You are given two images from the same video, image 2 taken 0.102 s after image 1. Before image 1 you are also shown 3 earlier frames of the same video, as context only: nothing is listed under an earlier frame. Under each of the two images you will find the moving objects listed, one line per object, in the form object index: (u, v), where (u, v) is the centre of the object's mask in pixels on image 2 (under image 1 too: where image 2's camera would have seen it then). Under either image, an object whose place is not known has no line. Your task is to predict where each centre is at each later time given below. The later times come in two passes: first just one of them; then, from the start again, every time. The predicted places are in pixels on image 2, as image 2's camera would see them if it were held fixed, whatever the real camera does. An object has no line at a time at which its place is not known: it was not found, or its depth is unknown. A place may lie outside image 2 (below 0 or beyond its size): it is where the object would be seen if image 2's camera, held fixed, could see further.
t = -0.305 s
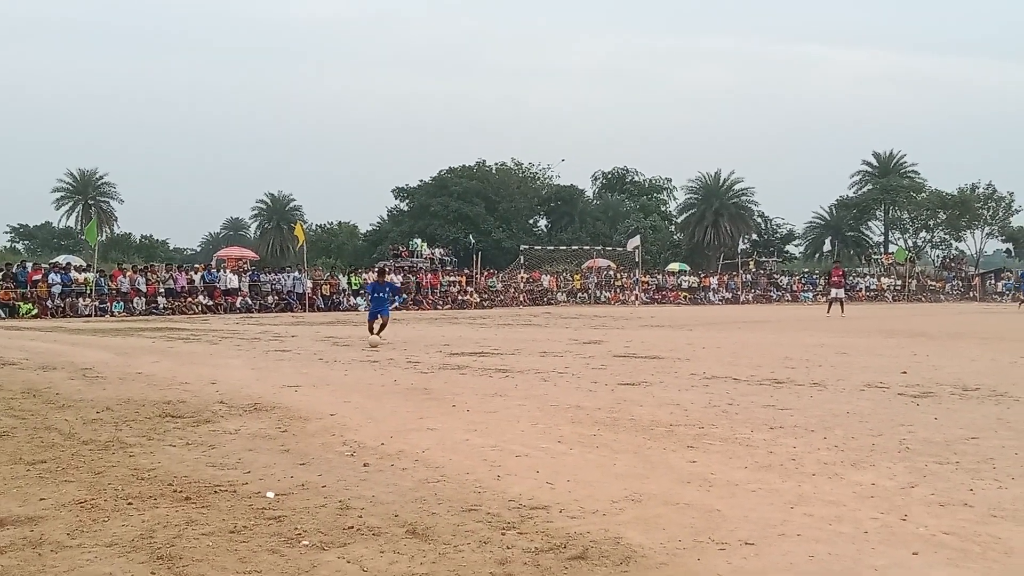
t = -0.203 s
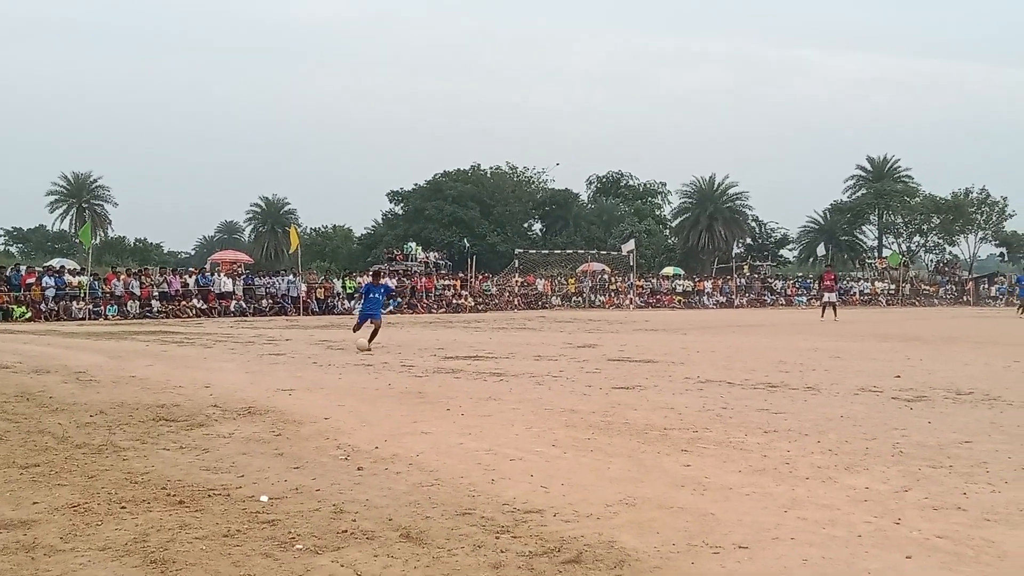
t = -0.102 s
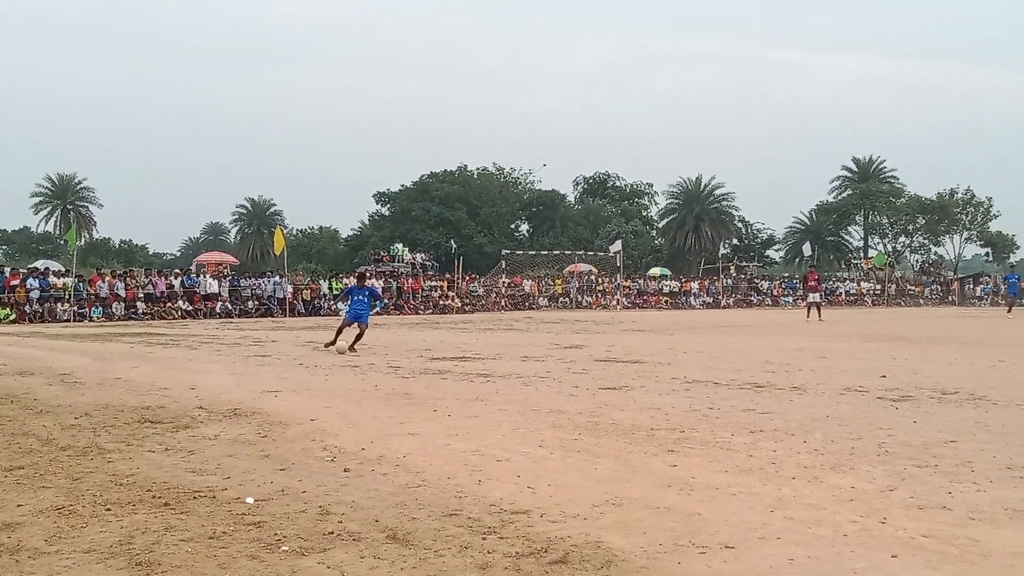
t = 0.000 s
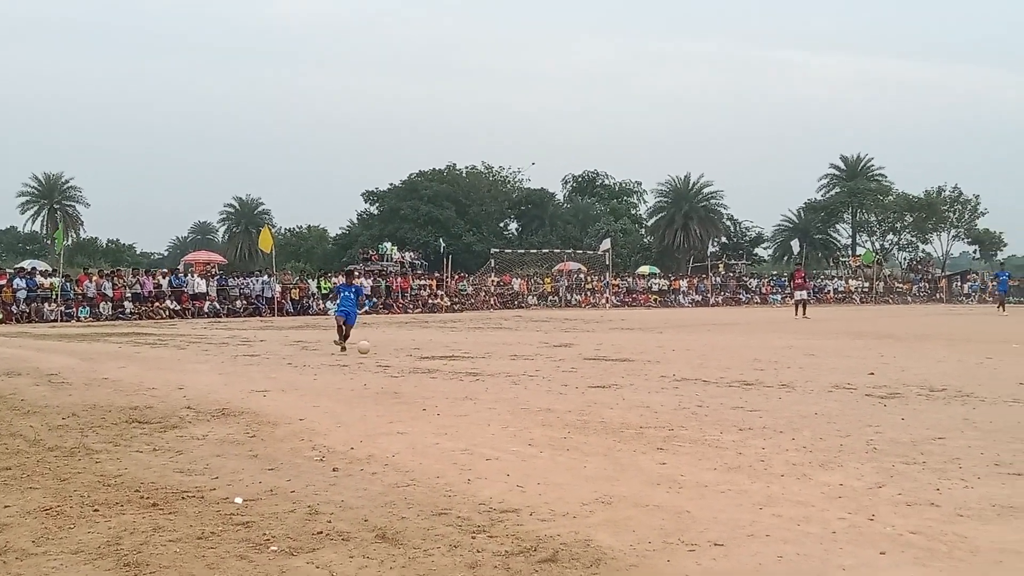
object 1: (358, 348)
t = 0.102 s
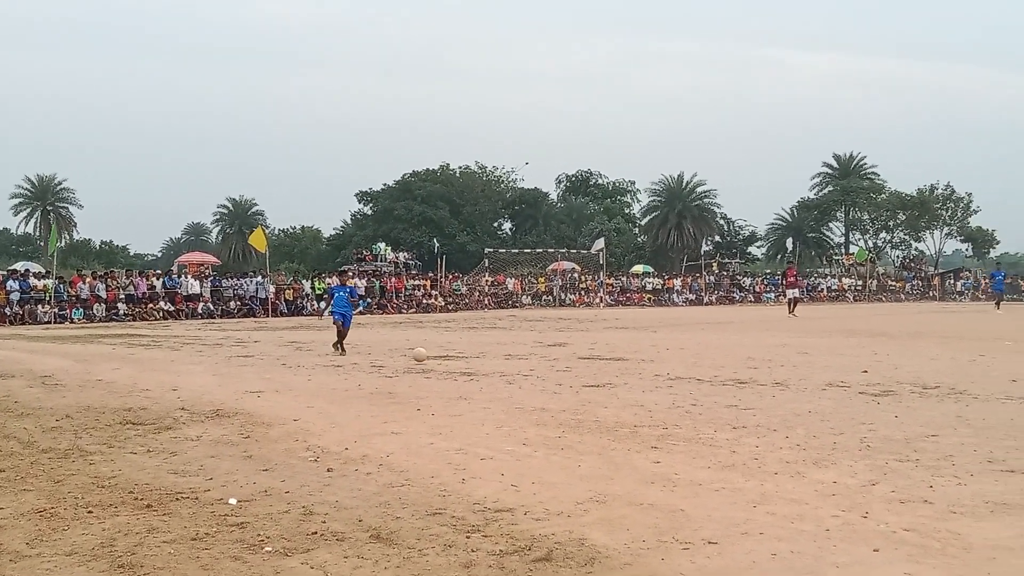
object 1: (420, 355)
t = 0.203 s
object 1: (486, 359)
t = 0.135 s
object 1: (442, 359)
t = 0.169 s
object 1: (464, 360)
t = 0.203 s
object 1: (486, 359)
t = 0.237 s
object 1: (509, 359)
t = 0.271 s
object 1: (534, 360)
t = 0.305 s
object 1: (559, 363)
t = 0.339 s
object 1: (586, 367)
